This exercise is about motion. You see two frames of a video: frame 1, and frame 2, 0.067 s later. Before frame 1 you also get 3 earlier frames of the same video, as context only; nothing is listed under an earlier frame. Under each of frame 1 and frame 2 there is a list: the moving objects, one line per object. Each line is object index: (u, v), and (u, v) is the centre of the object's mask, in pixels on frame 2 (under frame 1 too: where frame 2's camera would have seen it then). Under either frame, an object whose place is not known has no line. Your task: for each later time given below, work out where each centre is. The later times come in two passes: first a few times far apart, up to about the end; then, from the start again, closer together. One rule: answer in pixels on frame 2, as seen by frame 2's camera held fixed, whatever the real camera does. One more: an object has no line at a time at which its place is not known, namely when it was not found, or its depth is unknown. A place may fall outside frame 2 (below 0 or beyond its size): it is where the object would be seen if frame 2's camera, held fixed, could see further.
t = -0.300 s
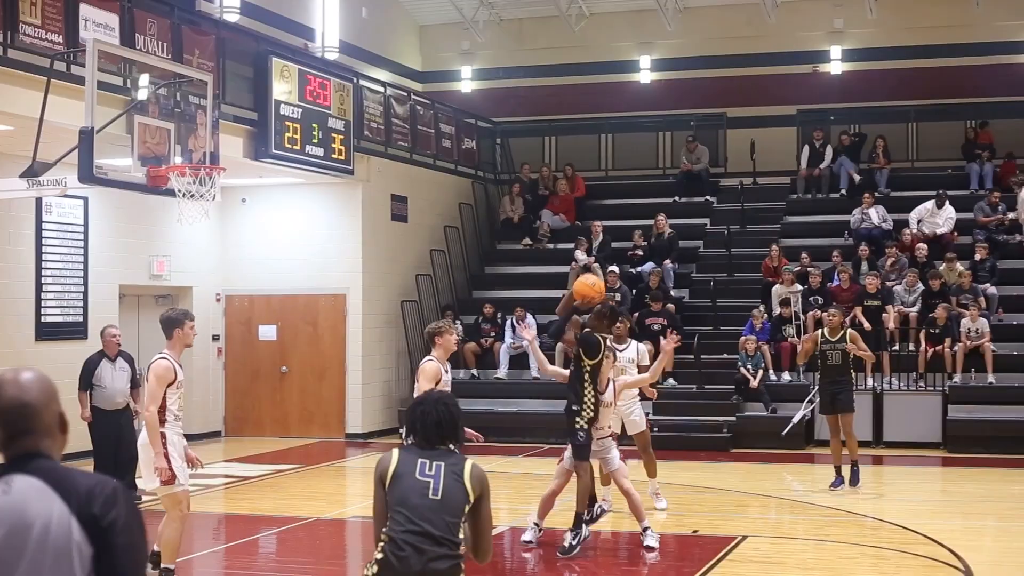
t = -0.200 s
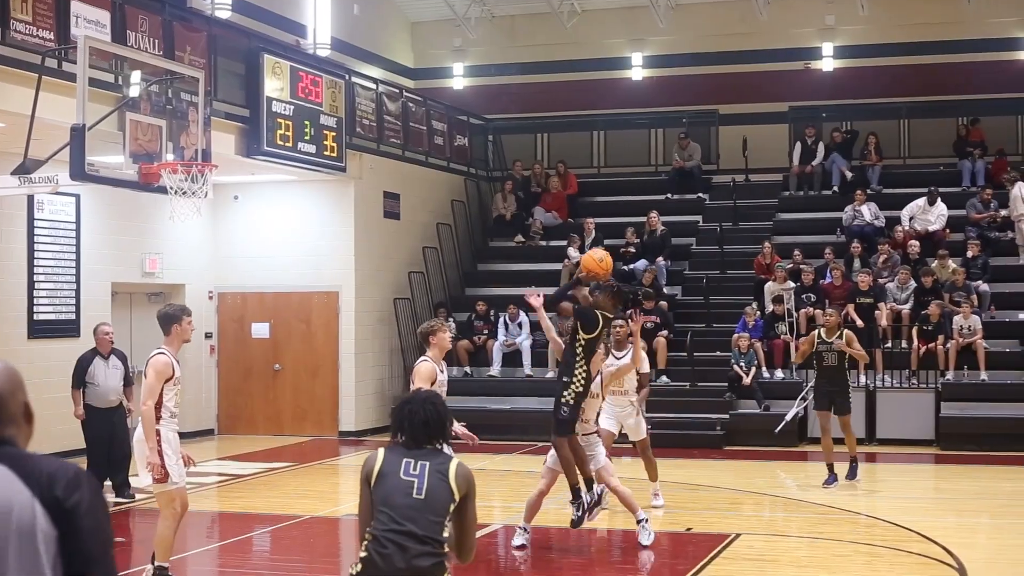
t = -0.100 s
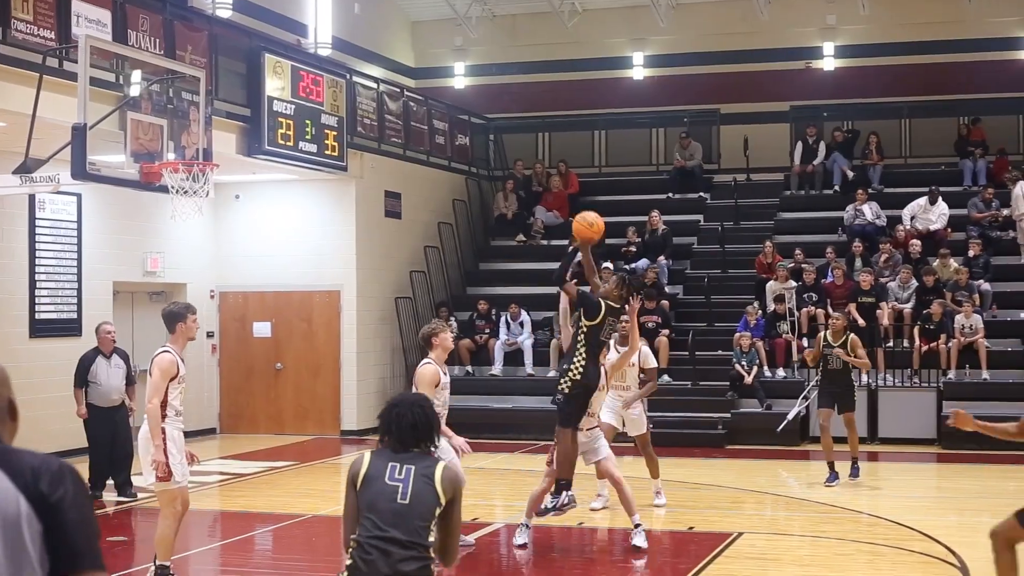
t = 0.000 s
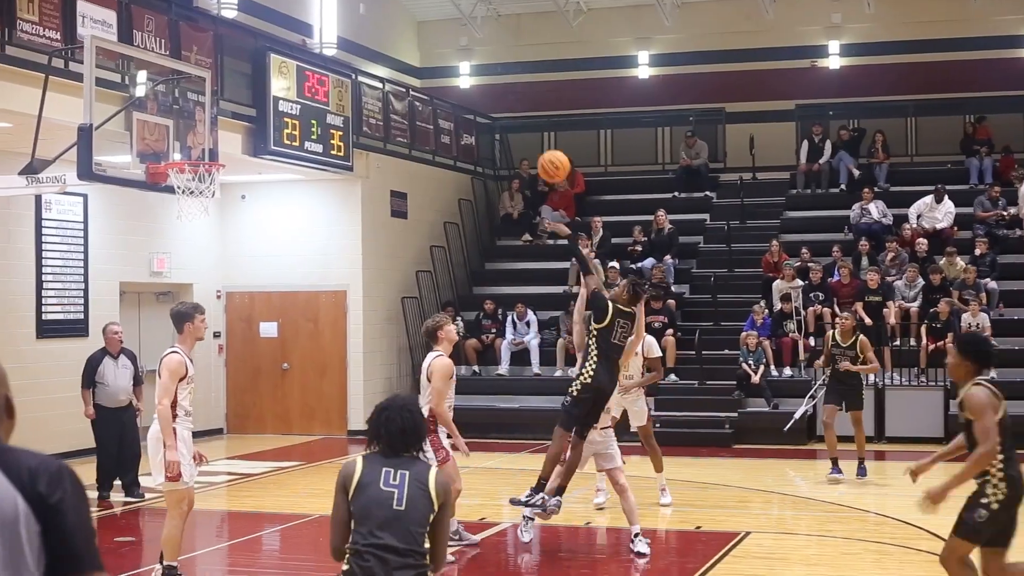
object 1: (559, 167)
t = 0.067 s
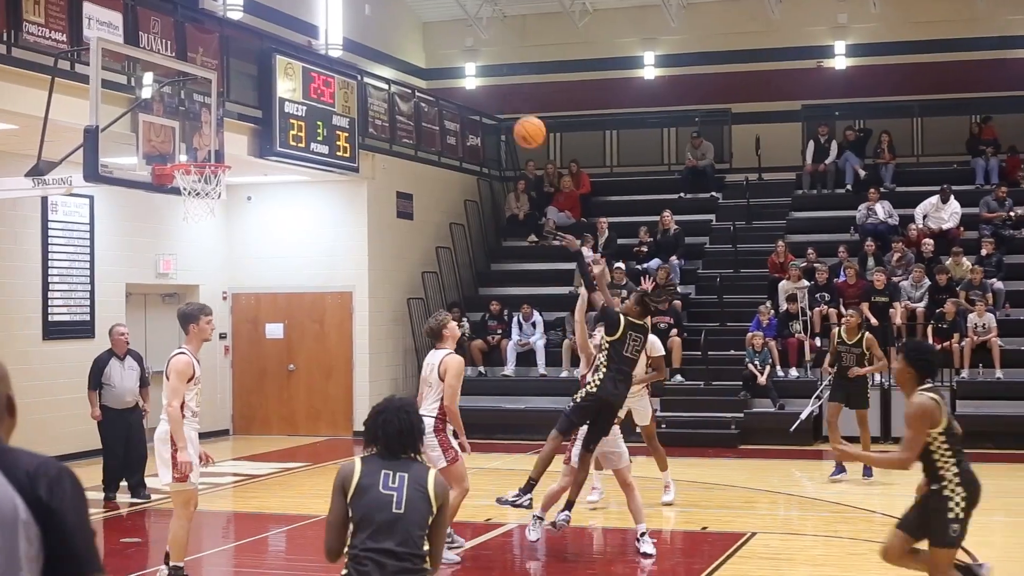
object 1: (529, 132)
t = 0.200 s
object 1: (472, 80)
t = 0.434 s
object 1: (374, 43)
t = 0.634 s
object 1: (295, 64)
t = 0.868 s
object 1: (205, 151)
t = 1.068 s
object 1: (179, 218)
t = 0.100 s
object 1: (515, 117)
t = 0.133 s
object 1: (501, 103)
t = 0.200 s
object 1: (472, 80)
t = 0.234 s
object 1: (457, 70)
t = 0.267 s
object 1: (443, 62)
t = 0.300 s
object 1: (430, 55)
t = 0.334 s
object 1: (416, 50)
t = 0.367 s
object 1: (402, 46)
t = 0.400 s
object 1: (388, 44)
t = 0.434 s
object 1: (374, 43)
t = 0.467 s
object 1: (361, 43)
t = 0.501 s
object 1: (348, 44)
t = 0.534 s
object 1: (334, 48)
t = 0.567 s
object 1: (320, 52)
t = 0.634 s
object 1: (295, 64)
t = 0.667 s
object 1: (281, 73)
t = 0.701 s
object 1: (268, 83)
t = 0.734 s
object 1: (256, 94)
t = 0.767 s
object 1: (243, 107)
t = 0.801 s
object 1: (231, 121)
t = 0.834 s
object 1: (218, 137)
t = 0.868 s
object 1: (205, 151)
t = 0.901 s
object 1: (193, 171)
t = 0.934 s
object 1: (183, 186)
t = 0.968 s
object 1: (179, 194)
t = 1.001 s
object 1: (179, 201)
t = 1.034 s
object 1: (179, 211)
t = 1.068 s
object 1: (179, 218)
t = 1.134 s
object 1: (179, 239)
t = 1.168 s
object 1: (179, 252)
